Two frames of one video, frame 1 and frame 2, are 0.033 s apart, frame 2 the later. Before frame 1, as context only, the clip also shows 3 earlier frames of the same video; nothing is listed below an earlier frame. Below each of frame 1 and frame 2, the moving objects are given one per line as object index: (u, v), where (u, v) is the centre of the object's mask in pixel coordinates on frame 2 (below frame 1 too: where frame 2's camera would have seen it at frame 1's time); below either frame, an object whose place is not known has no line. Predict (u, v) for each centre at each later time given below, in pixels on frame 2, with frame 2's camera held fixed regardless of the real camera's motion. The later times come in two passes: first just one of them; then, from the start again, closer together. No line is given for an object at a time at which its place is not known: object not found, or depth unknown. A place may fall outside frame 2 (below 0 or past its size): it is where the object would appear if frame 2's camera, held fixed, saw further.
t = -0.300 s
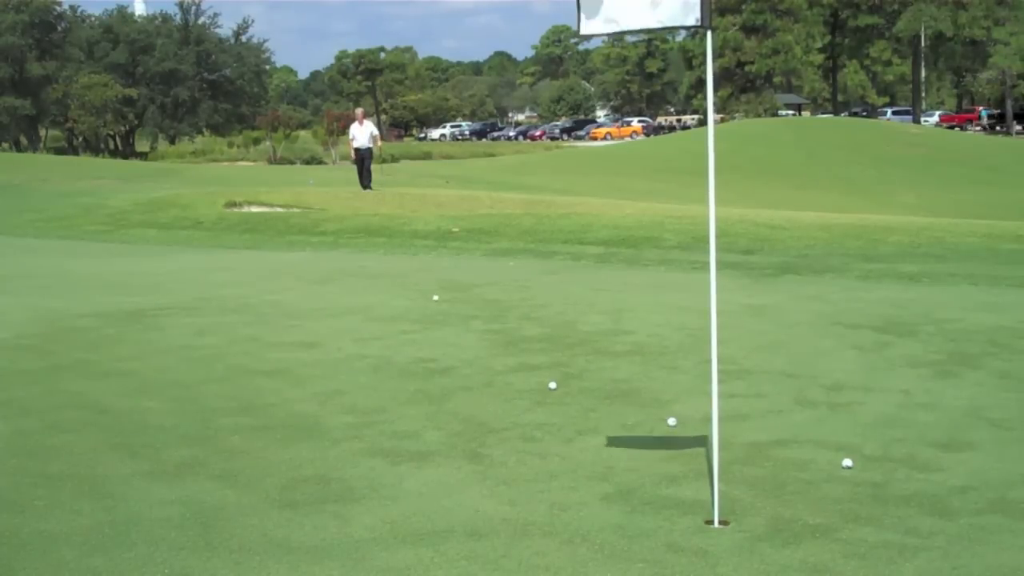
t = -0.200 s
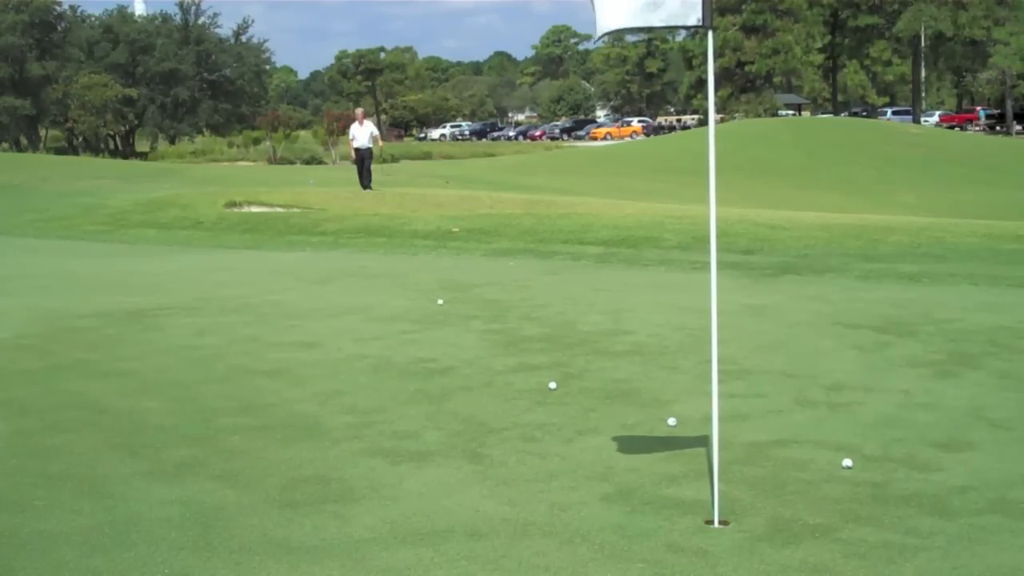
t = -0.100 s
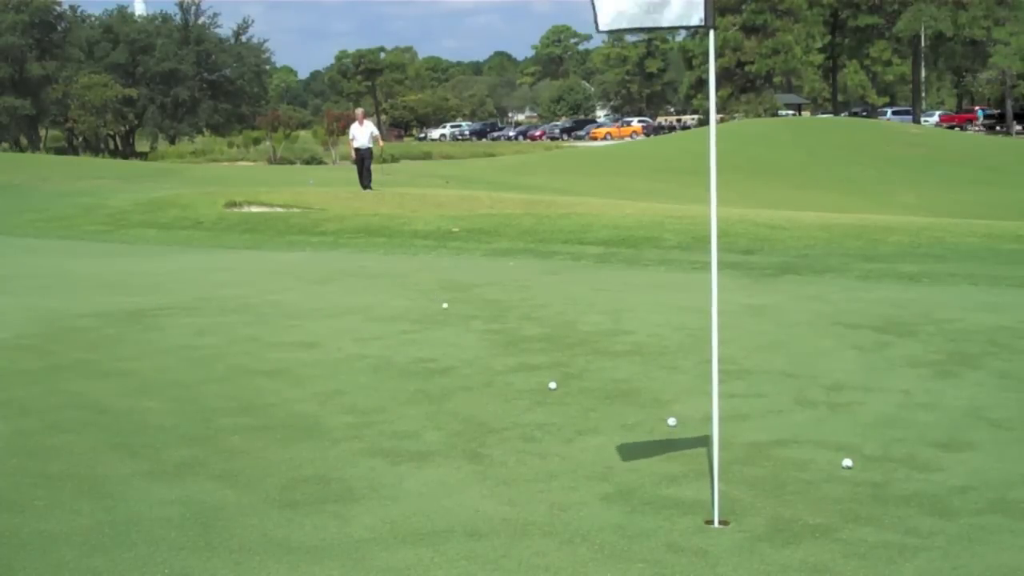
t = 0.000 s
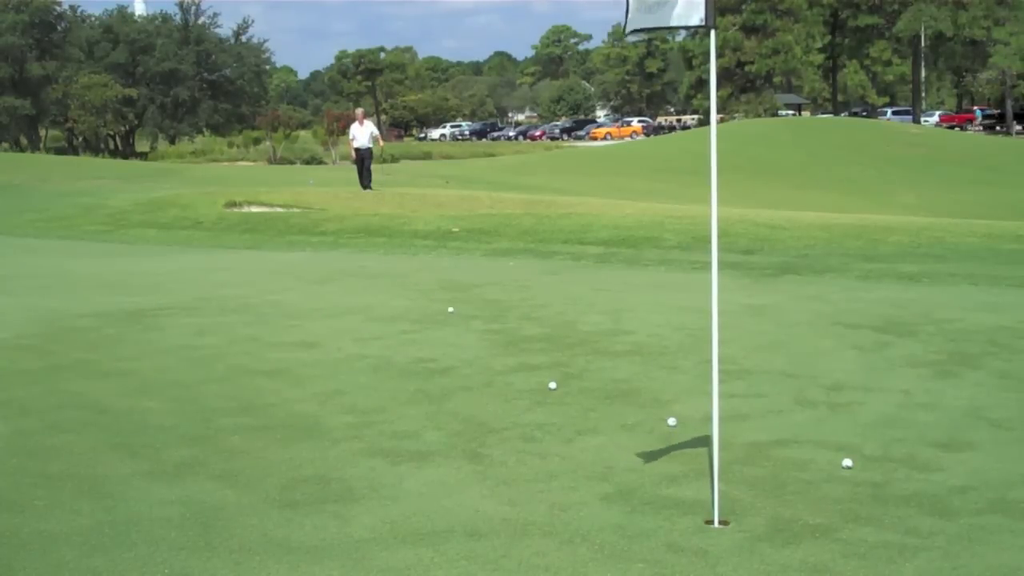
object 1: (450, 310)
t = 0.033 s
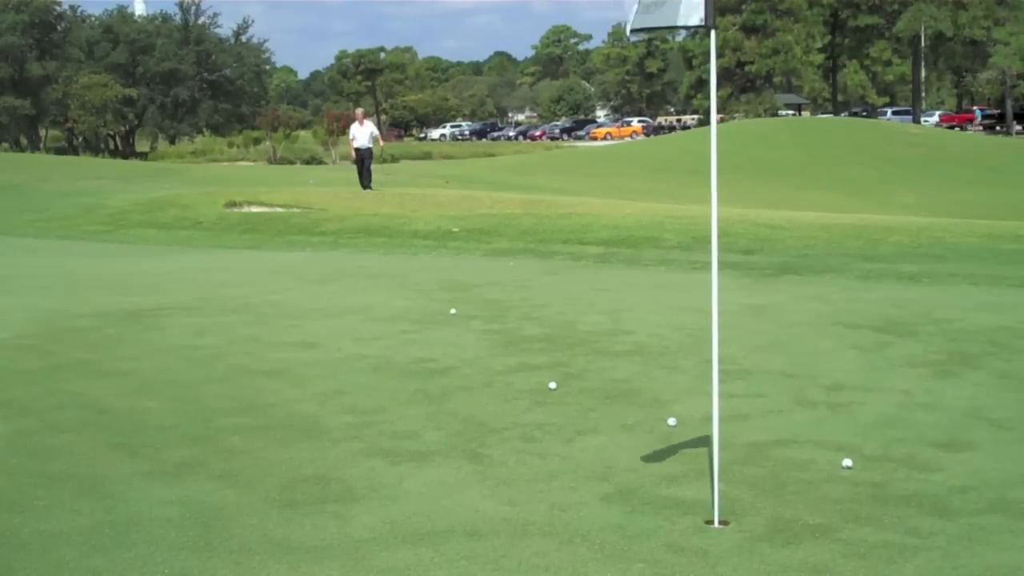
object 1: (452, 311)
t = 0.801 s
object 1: (500, 343)
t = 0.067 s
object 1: (454, 312)
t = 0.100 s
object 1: (456, 314)
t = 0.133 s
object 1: (458, 316)
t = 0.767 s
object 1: (497, 342)
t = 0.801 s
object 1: (500, 343)
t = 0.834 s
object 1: (502, 345)
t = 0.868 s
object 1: (505, 346)
